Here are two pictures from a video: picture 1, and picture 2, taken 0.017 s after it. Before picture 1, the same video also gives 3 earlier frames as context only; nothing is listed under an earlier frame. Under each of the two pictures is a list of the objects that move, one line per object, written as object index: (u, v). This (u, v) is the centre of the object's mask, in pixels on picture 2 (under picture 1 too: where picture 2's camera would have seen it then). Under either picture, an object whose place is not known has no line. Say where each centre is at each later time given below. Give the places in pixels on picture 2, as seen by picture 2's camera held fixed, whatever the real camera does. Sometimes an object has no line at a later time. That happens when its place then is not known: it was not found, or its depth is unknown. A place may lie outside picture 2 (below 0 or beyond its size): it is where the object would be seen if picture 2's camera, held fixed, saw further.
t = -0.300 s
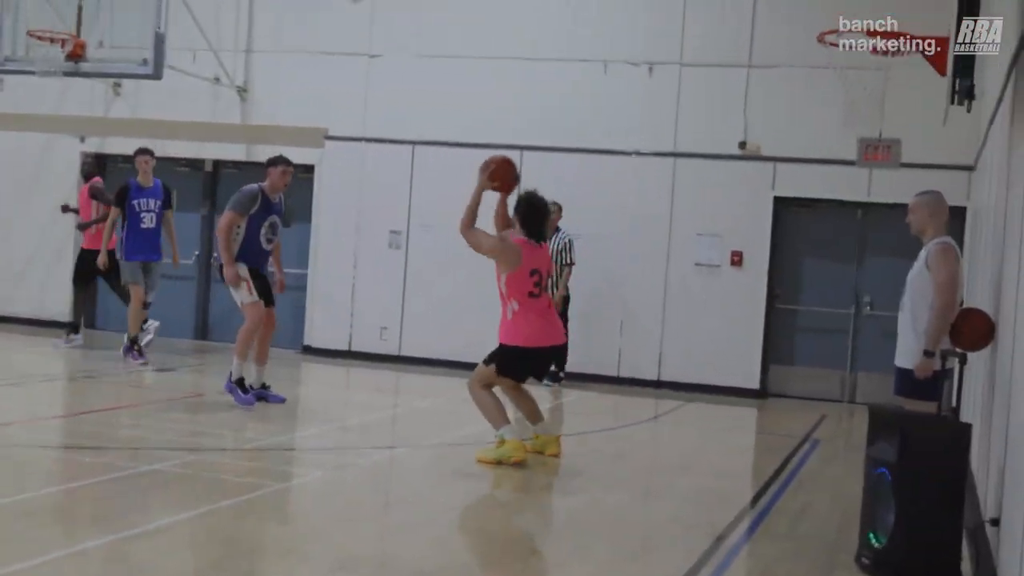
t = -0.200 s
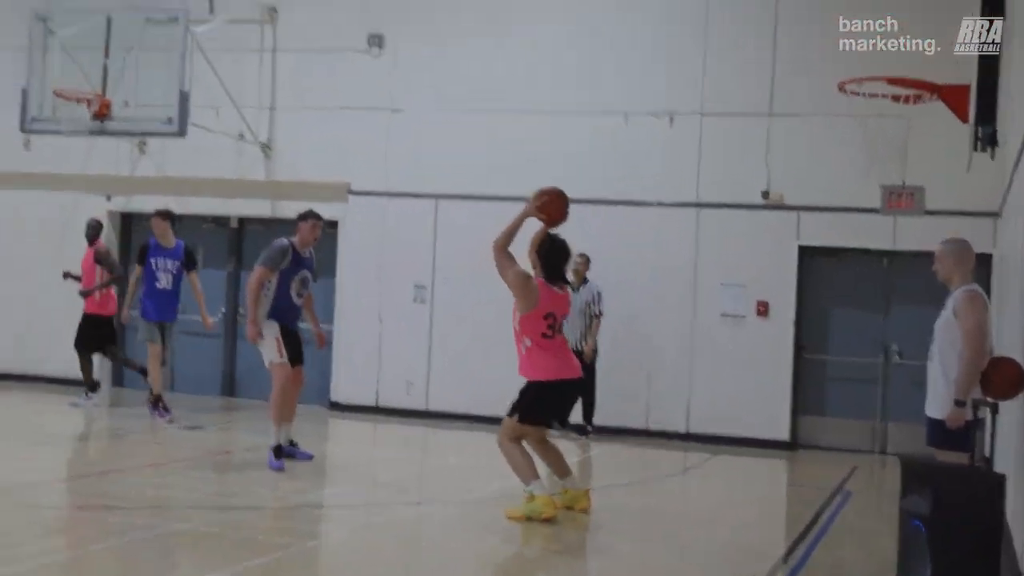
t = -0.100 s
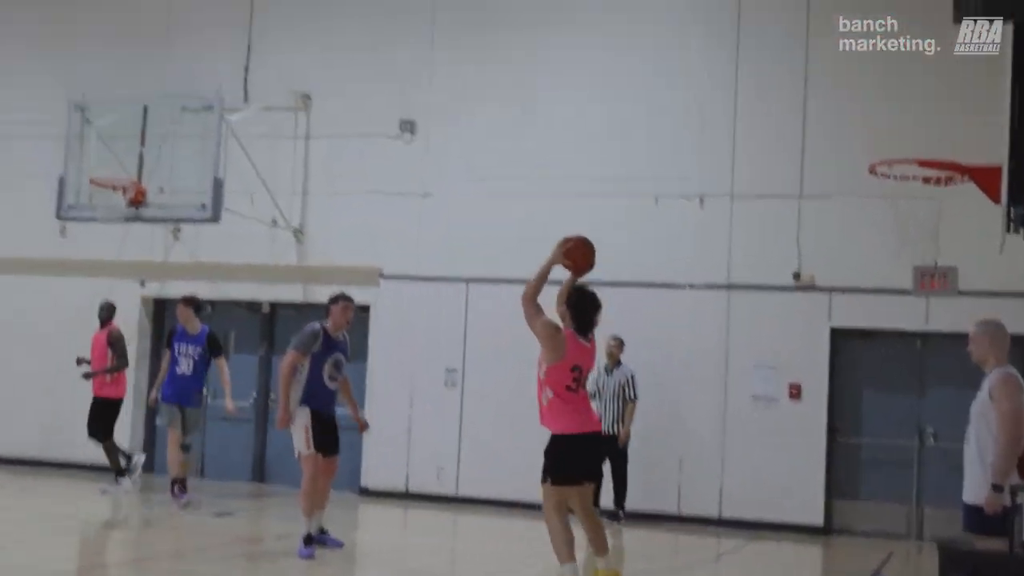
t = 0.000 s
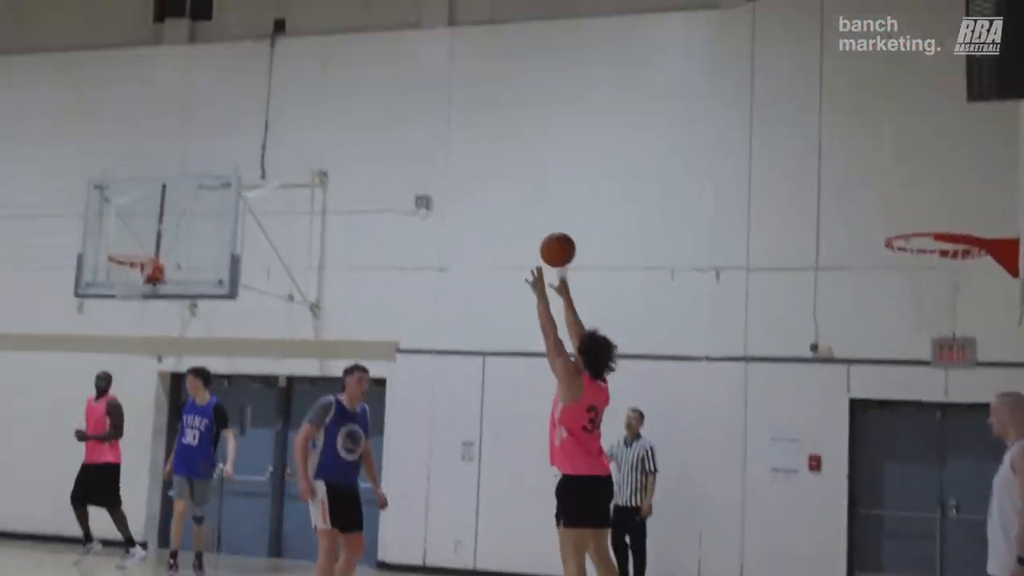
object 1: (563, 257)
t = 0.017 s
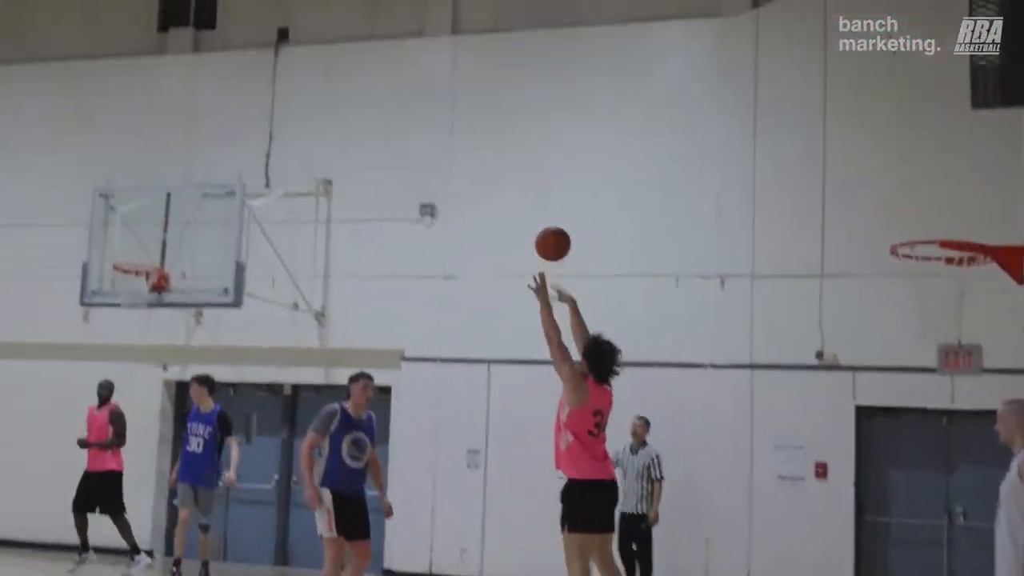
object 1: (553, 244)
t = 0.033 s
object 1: (542, 232)
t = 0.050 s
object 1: (534, 219)
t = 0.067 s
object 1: (524, 208)
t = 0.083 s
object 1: (514, 196)
